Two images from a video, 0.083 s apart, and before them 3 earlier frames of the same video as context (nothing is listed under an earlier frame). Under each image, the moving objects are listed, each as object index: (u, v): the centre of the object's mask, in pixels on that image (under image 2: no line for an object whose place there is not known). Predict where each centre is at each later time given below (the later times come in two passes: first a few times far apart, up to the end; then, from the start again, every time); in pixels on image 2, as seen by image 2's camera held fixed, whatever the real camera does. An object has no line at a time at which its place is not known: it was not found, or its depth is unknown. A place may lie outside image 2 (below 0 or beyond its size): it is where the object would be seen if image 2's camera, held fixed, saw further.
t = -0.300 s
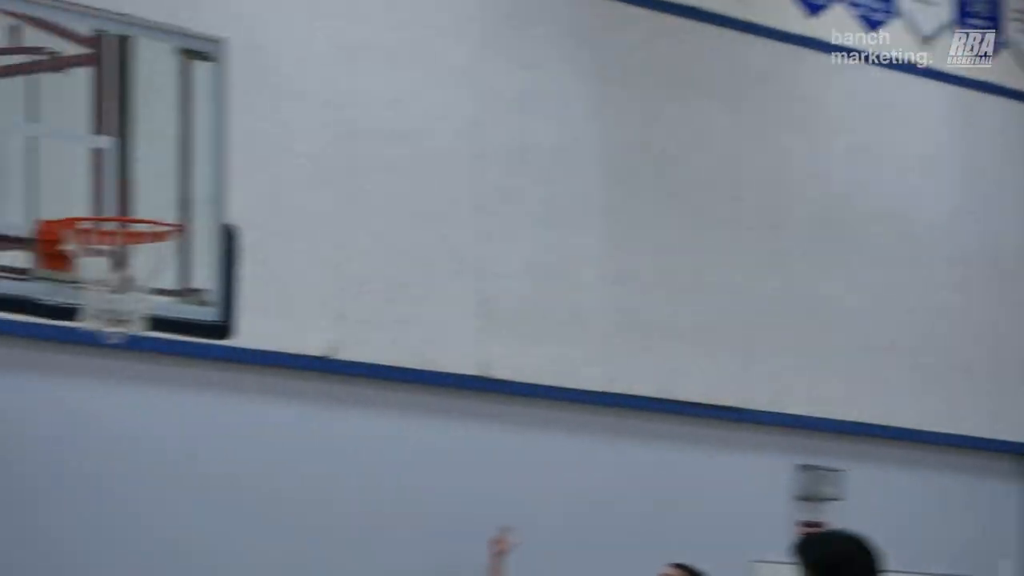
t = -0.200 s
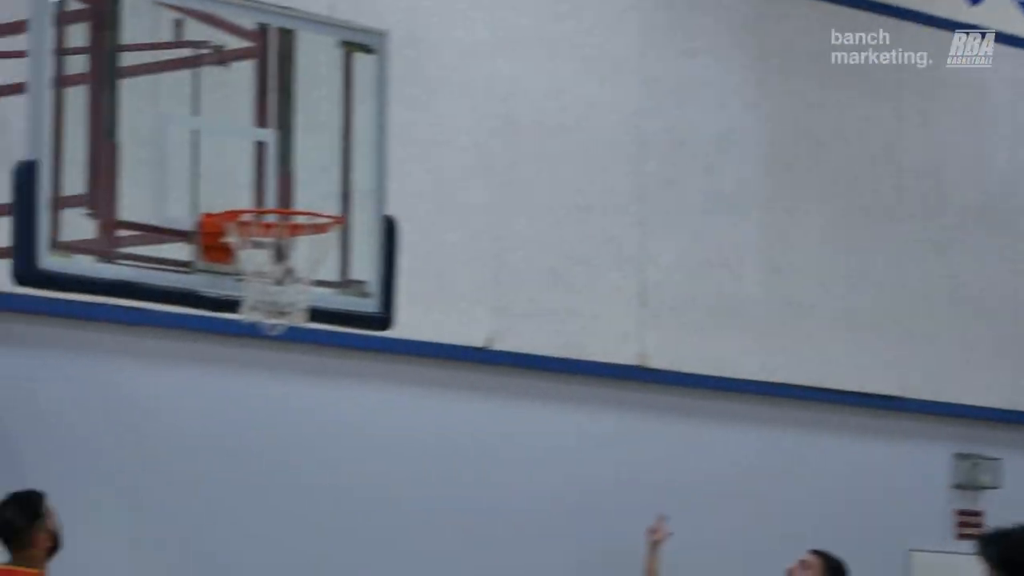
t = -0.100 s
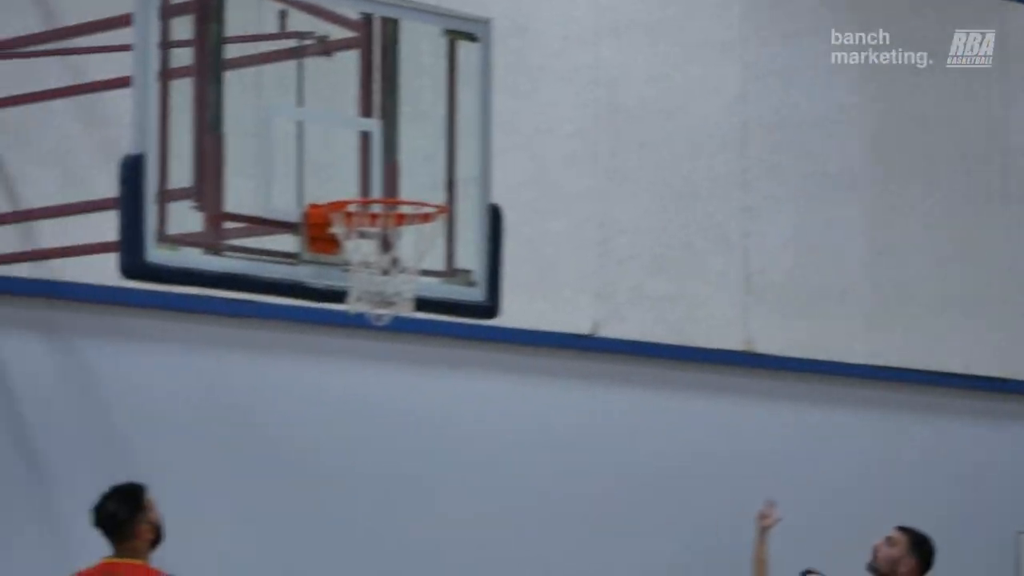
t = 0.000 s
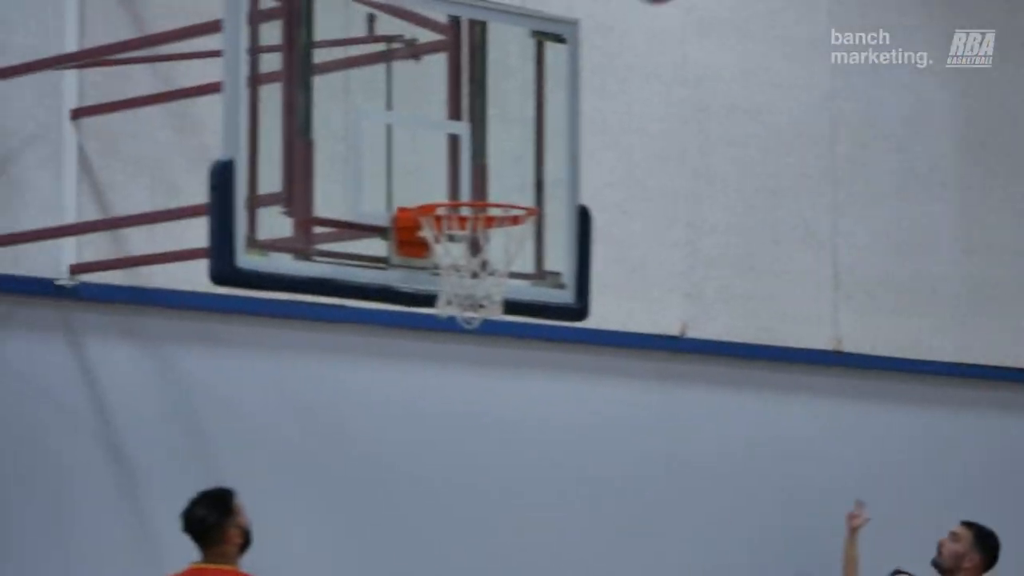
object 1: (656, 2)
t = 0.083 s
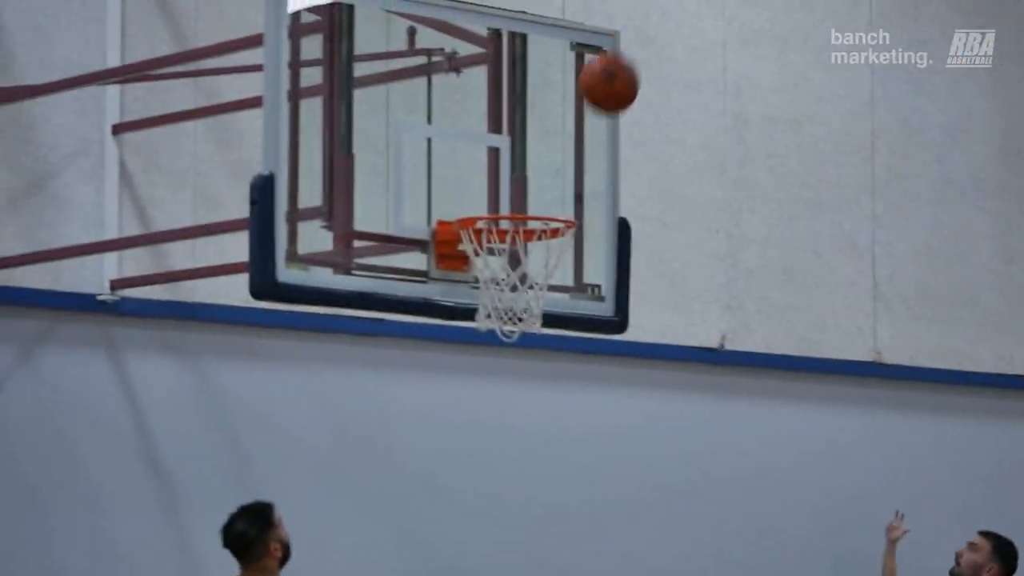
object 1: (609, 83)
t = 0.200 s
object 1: (508, 164)
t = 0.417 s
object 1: (418, 51)
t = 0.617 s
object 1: (388, 30)
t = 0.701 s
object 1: (393, 44)
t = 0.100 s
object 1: (591, 105)
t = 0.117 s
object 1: (573, 128)
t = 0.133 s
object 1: (554, 152)
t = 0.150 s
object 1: (536, 177)
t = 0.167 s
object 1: (522, 191)
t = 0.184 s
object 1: (515, 177)
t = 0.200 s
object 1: (508, 164)
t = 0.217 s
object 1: (501, 152)
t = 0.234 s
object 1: (494, 139)
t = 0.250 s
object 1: (487, 128)
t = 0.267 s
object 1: (480, 117)
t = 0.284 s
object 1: (473, 107)
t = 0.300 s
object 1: (466, 98)
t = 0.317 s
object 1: (460, 89)
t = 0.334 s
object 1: (452, 81)
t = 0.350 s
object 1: (445, 74)
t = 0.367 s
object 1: (438, 67)
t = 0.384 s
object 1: (432, 61)
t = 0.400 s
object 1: (425, 56)
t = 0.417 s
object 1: (418, 51)
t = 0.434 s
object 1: (411, 47)
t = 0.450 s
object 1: (404, 44)
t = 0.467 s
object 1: (397, 41)
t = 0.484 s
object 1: (389, 39)
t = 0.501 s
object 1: (382, 38)
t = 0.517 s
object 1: (380, 36)
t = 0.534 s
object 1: (382, 34)
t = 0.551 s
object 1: (383, 31)
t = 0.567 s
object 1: (384, 30)
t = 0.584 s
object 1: (386, 29)
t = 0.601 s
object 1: (387, 30)
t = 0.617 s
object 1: (388, 30)
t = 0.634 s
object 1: (389, 32)
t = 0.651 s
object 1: (390, 34)
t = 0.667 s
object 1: (391, 36)
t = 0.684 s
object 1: (392, 40)
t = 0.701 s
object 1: (393, 44)
